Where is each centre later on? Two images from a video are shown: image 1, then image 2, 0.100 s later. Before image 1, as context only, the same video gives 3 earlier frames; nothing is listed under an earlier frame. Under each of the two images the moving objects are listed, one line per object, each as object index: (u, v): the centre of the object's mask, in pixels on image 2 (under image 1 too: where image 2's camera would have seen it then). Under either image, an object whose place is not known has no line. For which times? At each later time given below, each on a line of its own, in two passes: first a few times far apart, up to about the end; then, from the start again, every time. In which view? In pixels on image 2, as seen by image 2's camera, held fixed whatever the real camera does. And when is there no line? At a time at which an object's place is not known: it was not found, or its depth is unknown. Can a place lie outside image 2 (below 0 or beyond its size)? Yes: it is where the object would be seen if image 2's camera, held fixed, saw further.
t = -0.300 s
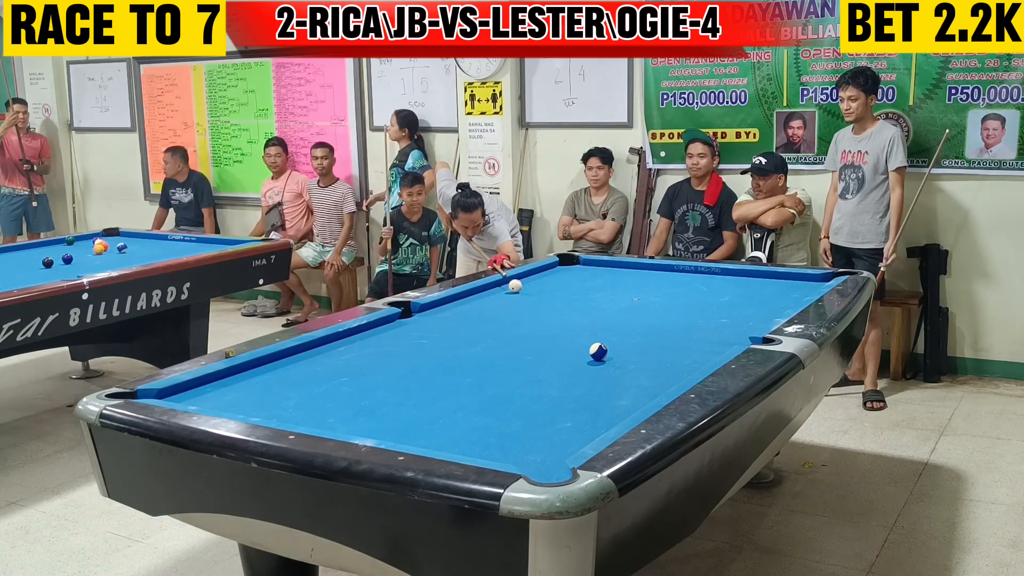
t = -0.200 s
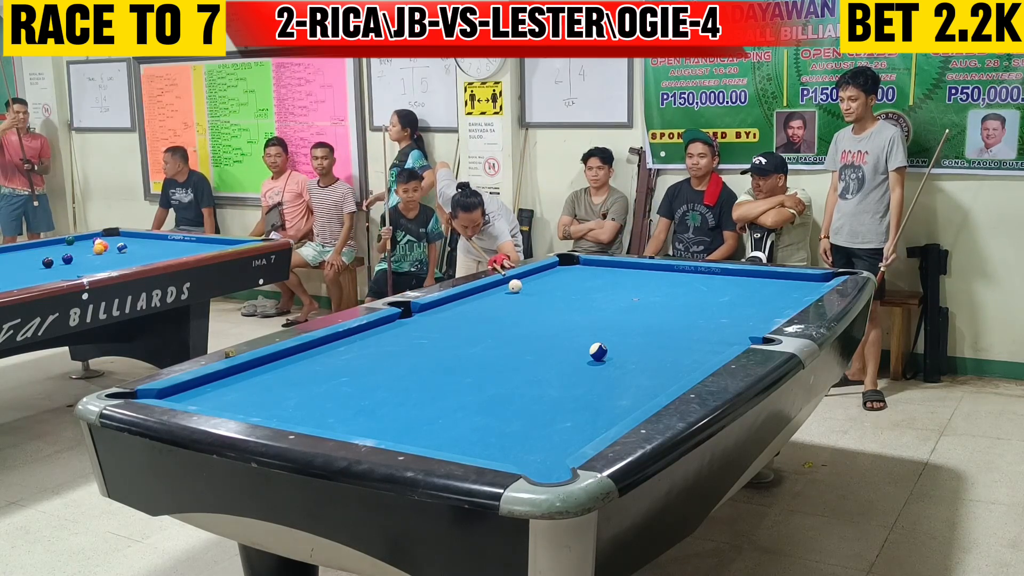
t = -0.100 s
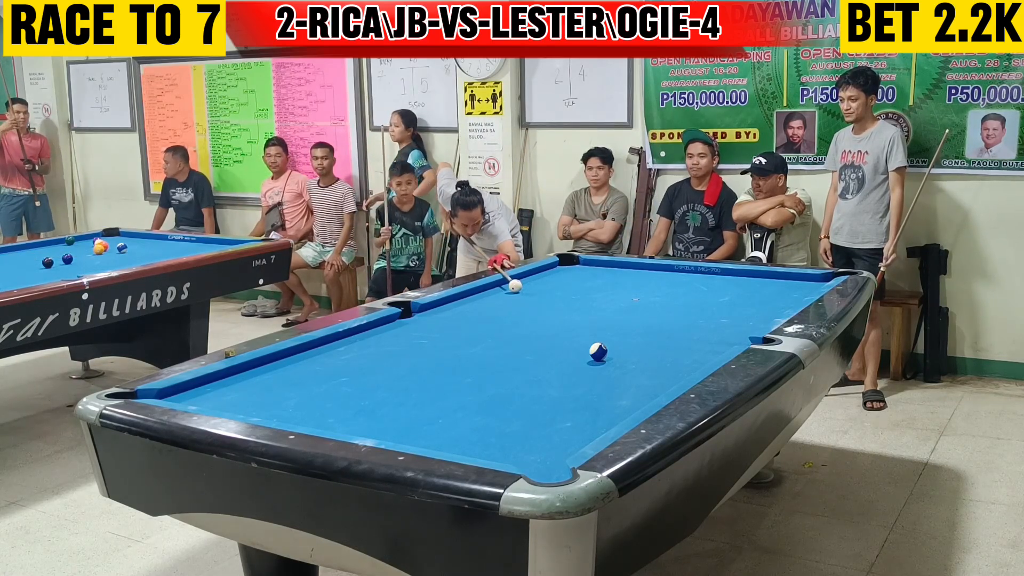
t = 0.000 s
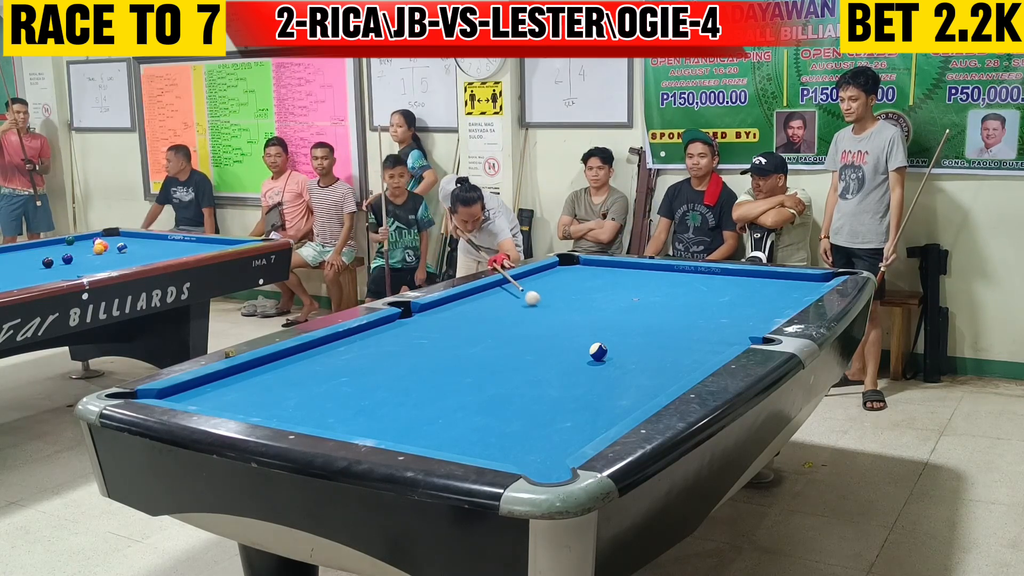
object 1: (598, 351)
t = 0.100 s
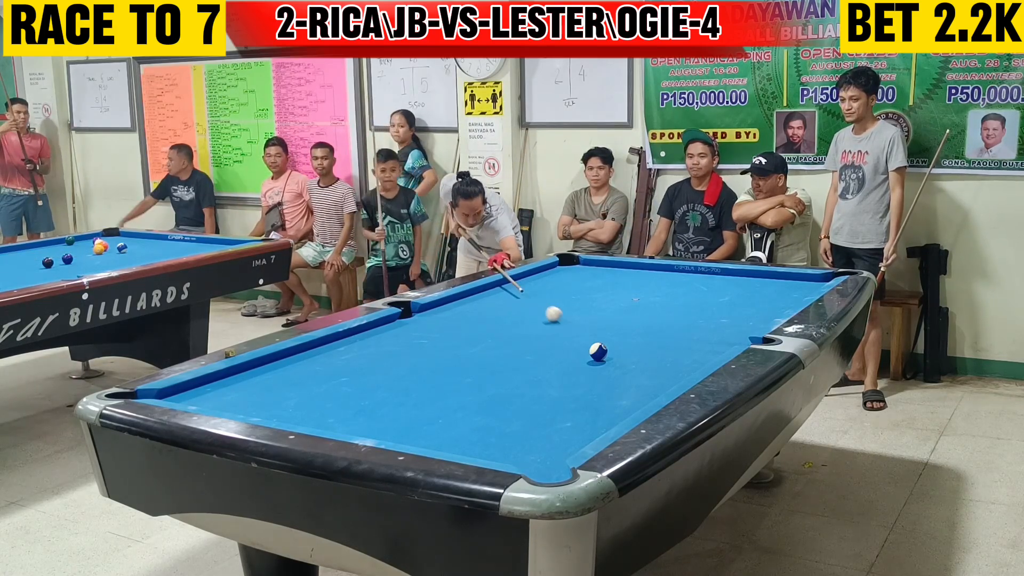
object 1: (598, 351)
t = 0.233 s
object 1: (598, 351)
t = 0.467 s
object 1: (602, 398)
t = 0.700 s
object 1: (567, 441)
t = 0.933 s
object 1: (500, 453)
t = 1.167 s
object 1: (494, 432)
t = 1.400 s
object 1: (489, 413)
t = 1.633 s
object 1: (485, 398)
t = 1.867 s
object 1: (481, 383)
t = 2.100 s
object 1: (477, 371)
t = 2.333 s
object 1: (474, 359)
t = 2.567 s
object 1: (471, 350)
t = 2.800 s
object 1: (468, 342)
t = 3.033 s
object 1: (466, 334)
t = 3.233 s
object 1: (464, 328)
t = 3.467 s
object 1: (462, 322)
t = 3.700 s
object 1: (460, 316)
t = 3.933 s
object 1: (459, 312)
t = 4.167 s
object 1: (457, 307)
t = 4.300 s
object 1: (456, 305)
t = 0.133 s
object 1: (598, 351)
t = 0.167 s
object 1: (598, 351)
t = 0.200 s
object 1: (598, 351)
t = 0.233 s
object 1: (598, 351)
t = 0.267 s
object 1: (598, 351)
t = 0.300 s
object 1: (598, 358)
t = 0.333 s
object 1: (599, 366)
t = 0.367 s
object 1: (600, 374)
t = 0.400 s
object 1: (601, 381)
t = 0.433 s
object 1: (601, 389)
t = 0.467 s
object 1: (602, 398)
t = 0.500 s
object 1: (603, 407)
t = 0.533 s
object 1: (603, 415)
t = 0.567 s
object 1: (603, 422)
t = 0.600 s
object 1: (601, 428)
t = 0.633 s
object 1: (594, 430)
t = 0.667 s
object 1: (580, 436)
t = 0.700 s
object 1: (567, 441)
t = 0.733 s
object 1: (553, 445)
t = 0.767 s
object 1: (540, 449)
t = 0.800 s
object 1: (527, 454)
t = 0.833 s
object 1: (512, 455)
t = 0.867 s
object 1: (500, 457)
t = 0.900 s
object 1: (500, 455)
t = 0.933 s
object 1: (500, 453)
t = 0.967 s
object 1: (499, 450)
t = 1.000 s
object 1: (498, 448)
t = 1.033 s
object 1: (497, 444)
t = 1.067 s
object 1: (496, 441)
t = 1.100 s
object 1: (495, 438)
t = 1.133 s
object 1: (494, 435)
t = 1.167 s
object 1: (494, 432)
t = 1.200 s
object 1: (493, 429)
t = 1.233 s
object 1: (492, 427)
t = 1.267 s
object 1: (491, 423)
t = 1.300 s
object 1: (491, 421)
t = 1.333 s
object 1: (490, 419)
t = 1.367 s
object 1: (489, 415)
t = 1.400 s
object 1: (489, 413)
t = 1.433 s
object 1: (488, 411)
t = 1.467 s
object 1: (487, 408)
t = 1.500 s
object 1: (487, 405)
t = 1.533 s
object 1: (486, 404)
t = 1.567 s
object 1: (486, 402)
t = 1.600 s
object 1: (485, 400)
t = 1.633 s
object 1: (485, 398)
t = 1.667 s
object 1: (484, 395)
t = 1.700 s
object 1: (483, 393)
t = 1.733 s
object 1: (483, 391)
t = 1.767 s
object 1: (482, 389)
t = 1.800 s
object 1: (482, 386)
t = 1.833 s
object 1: (481, 385)
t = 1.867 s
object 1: (481, 383)
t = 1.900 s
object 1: (480, 381)
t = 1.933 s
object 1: (480, 379)
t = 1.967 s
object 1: (479, 378)
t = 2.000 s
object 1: (478, 376)
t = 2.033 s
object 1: (478, 374)
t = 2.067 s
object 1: (478, 372)
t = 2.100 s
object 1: (477, 371)
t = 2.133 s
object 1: (476, 369)
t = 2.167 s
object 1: (476, 367)
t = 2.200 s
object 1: (476, 366)
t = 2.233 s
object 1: (475, 364)
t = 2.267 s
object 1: (475, 362)
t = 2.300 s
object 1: (474, 361)
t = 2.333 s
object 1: (474, 359)
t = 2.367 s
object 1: (473, 358)
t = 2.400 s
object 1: (473, 357)
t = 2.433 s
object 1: (473, 356)
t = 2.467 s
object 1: (472, 355)
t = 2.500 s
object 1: (472, 353)
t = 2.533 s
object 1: (472, 351)
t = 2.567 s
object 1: (471, 350)
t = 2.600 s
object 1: (471, 349)
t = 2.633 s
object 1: (470, 348)
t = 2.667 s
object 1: (470, 347)
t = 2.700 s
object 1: (470, 345)
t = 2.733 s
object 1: (469, 344)
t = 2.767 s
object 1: (469, 343)
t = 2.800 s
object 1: (468, 342)
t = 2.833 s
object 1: (468, 341)
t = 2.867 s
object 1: (468, 340)
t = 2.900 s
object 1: (467, 338)
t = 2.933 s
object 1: (467, 337)
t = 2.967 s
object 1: (467, 336)
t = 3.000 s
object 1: (466, 335)
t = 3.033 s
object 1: (466, 334)
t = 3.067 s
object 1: (466, 333)
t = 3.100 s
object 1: (466, 332)
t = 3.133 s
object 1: (465, 330)
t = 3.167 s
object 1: (465, 330)
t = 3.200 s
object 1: (465, 329)
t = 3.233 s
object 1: (464, 328)
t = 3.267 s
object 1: (464, 327)
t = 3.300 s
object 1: (464, 326)
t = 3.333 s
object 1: (463, 325)
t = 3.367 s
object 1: (463, 325)
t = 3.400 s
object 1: (463, 324)
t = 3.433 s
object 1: (463, 323)
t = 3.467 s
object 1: (462, 322)
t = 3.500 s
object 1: (462, 321)
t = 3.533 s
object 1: (462, 320)
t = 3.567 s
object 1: (462, 320)
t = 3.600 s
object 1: (461, 319)
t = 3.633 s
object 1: (461, 318)
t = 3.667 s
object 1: (461, 318)
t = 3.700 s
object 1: (460, 316)
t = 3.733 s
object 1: (460, 316)
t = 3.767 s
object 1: (460, 315)
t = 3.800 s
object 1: (459, 314)
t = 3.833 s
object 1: (459, 314)
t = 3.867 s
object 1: (459, 313)
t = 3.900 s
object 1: (459, 312)
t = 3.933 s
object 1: (459, 312)
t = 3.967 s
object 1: (458, 311)
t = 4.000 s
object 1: (458, 310)
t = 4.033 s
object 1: (458, 309)
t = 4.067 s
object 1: (458, 309)
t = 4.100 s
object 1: (457, 309)
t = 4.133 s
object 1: (457, 308)
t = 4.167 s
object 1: (457, 307)
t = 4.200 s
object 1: (457, 307)
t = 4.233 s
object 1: (457, 306)
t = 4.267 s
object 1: (456, 305)
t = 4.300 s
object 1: (456, 305)
